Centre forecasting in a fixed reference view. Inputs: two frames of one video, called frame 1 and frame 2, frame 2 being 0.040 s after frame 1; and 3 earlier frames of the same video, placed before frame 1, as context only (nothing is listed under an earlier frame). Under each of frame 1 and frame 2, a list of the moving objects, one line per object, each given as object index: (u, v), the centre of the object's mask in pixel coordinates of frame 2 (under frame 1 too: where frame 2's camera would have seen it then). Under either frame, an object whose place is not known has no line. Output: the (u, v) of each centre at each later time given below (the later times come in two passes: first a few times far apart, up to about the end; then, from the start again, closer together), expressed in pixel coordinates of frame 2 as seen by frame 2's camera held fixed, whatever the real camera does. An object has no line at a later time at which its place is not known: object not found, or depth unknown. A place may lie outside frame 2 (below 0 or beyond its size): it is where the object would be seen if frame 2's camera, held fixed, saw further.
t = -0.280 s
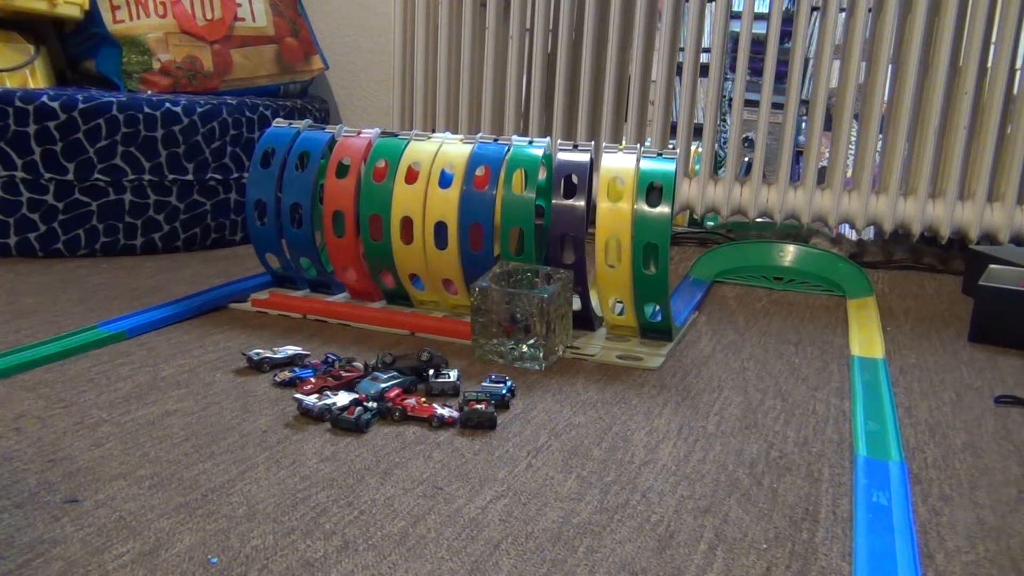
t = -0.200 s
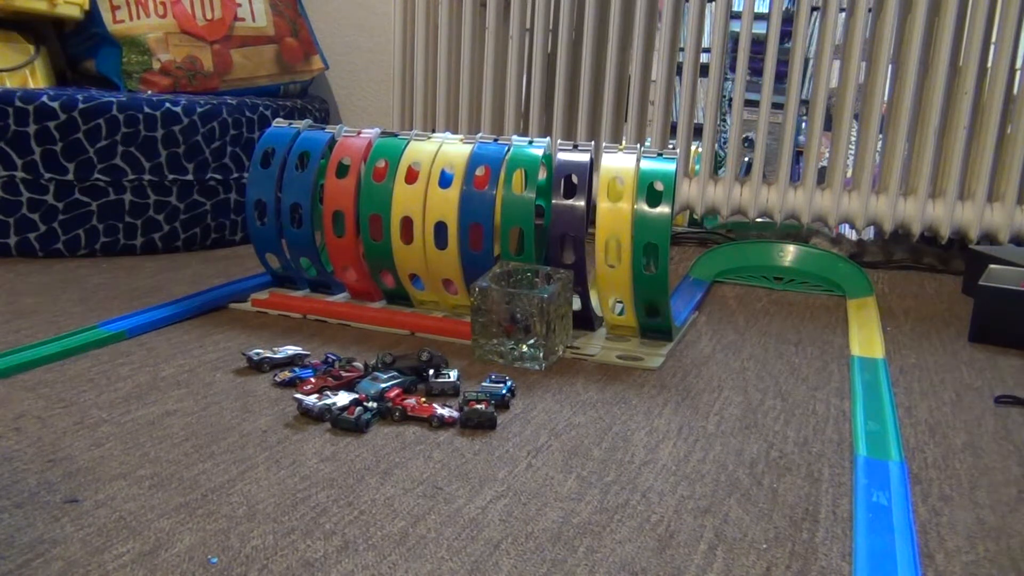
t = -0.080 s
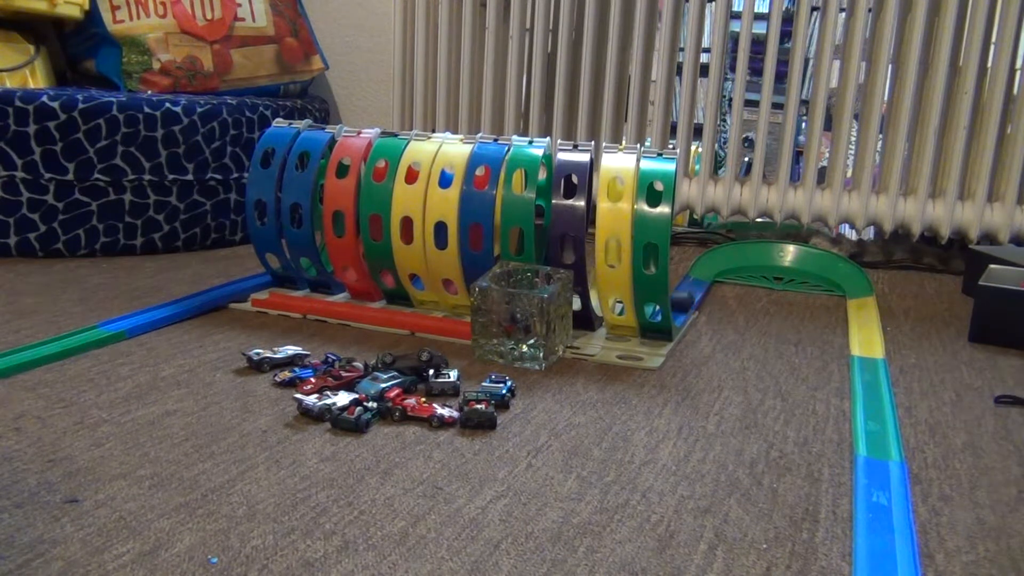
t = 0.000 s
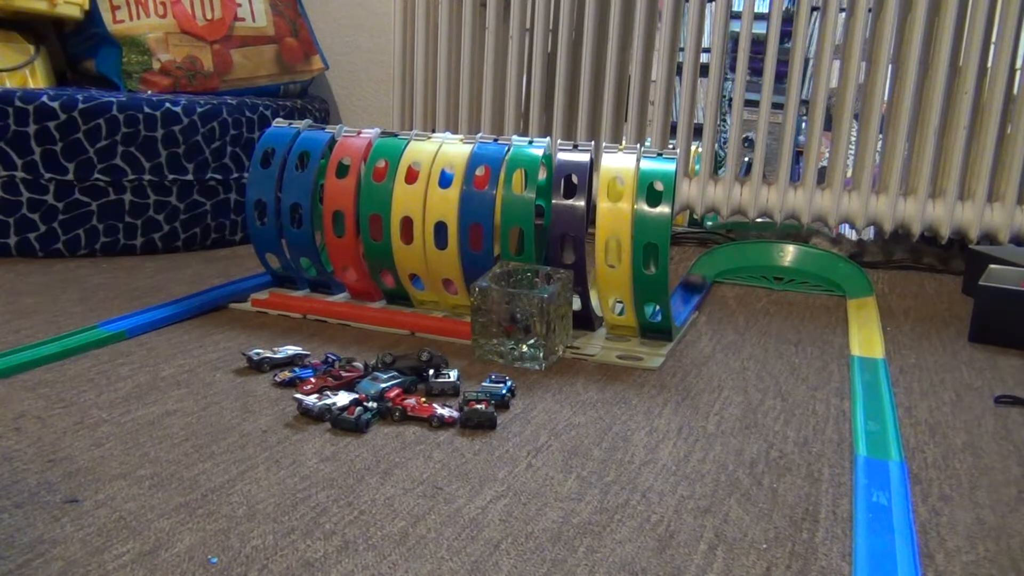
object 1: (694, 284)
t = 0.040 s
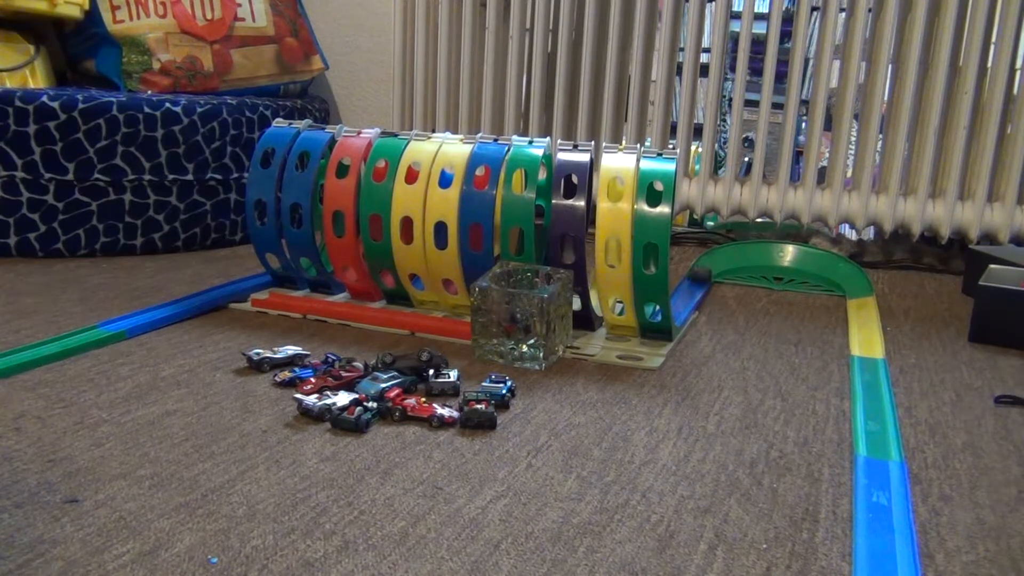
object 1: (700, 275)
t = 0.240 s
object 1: (817, 259)
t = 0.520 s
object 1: (866, 321)
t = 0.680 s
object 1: (870, 358)
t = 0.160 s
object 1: (761, 251)
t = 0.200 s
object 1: (788, 253)
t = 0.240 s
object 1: (817, 259)
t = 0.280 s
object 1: (839, 268)
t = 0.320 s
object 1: (853, 279)
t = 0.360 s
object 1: (860, 290)
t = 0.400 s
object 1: (862, 298)
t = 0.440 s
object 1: (864, 305)
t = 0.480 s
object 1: (865, 313)
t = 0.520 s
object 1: (866, 321)
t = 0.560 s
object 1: (867, 329)
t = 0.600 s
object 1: (868, 338)
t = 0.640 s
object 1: (869, 348)
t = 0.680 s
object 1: (870, 358)
